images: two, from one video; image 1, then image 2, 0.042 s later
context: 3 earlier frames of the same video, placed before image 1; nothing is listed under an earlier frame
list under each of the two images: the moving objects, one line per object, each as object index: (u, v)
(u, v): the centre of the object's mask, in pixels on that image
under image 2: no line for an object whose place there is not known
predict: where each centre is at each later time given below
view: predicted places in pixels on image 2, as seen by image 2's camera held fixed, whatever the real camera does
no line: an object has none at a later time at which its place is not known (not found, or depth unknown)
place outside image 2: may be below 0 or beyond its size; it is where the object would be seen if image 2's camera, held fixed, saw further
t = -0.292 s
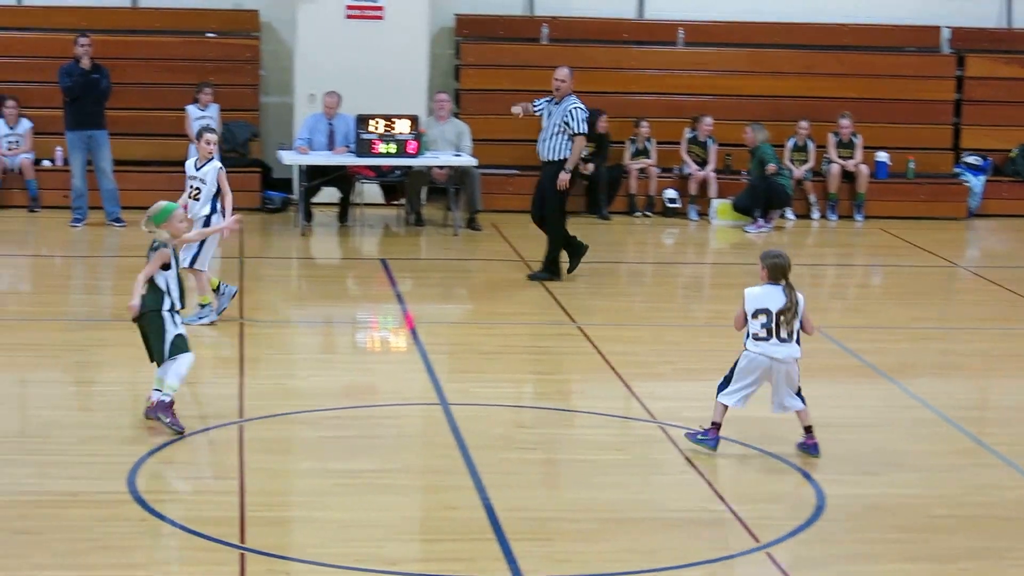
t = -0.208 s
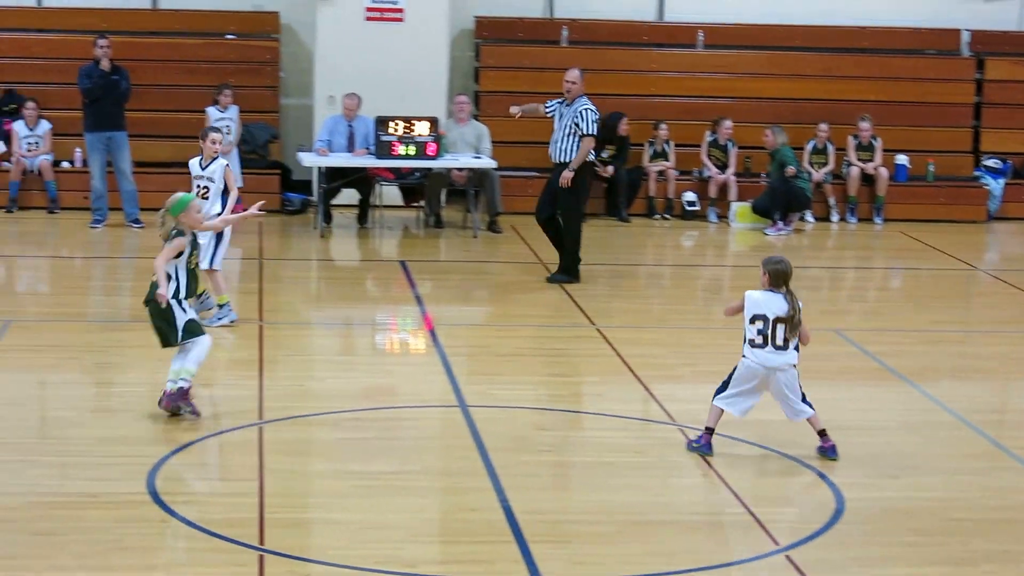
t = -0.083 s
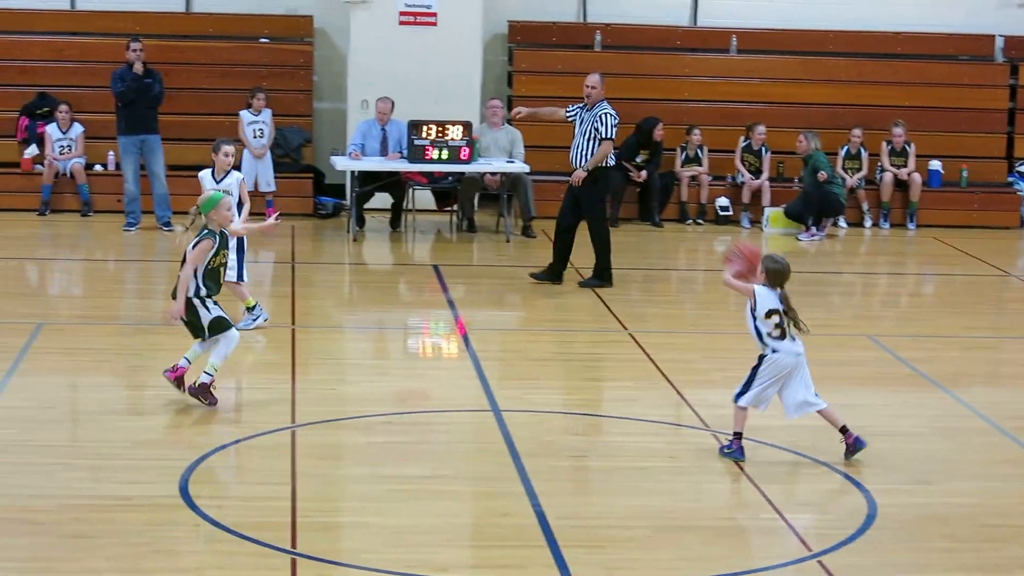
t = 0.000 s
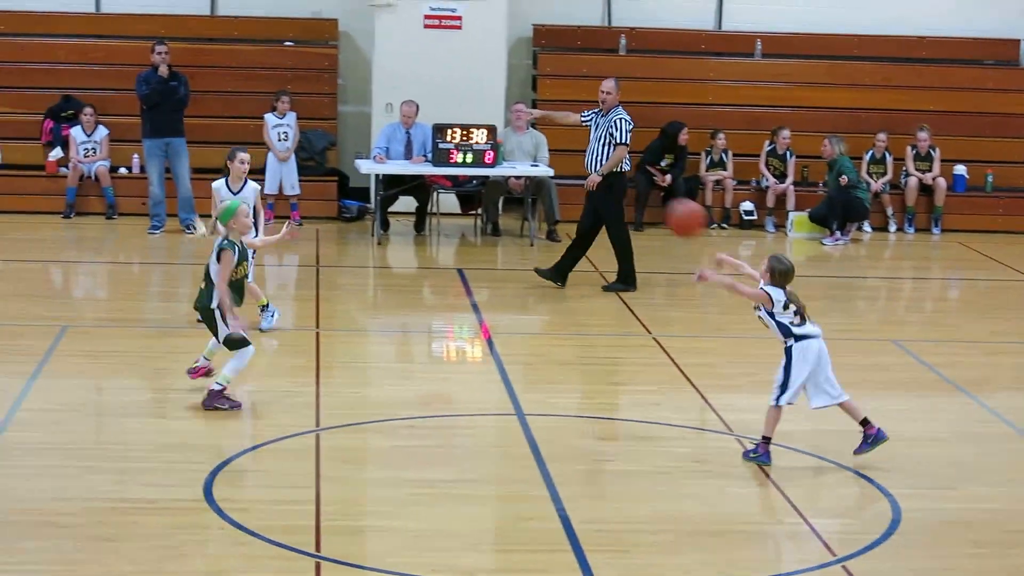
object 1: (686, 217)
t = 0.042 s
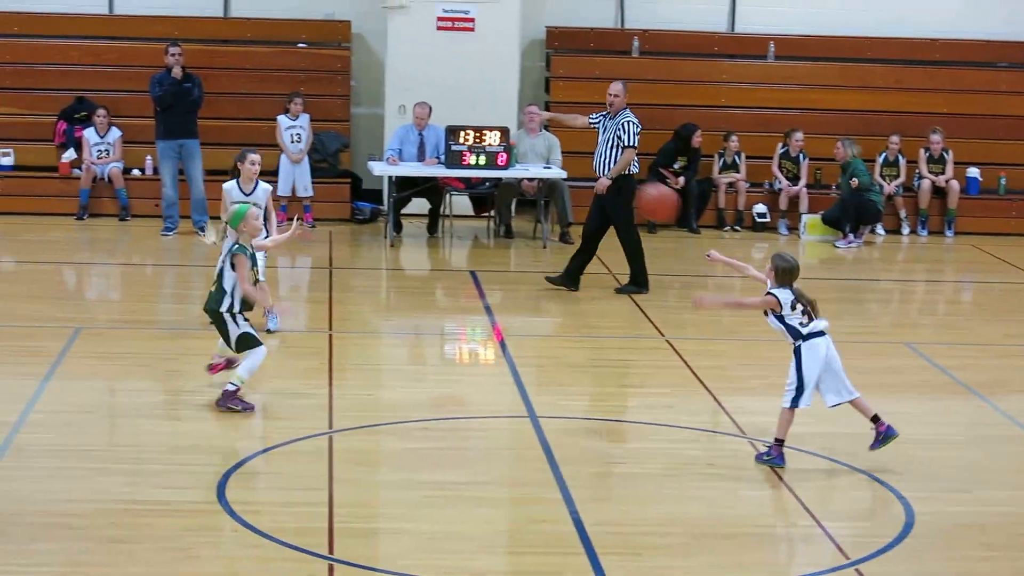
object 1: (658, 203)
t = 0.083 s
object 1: (624, 190)
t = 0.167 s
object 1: (556, 167)
